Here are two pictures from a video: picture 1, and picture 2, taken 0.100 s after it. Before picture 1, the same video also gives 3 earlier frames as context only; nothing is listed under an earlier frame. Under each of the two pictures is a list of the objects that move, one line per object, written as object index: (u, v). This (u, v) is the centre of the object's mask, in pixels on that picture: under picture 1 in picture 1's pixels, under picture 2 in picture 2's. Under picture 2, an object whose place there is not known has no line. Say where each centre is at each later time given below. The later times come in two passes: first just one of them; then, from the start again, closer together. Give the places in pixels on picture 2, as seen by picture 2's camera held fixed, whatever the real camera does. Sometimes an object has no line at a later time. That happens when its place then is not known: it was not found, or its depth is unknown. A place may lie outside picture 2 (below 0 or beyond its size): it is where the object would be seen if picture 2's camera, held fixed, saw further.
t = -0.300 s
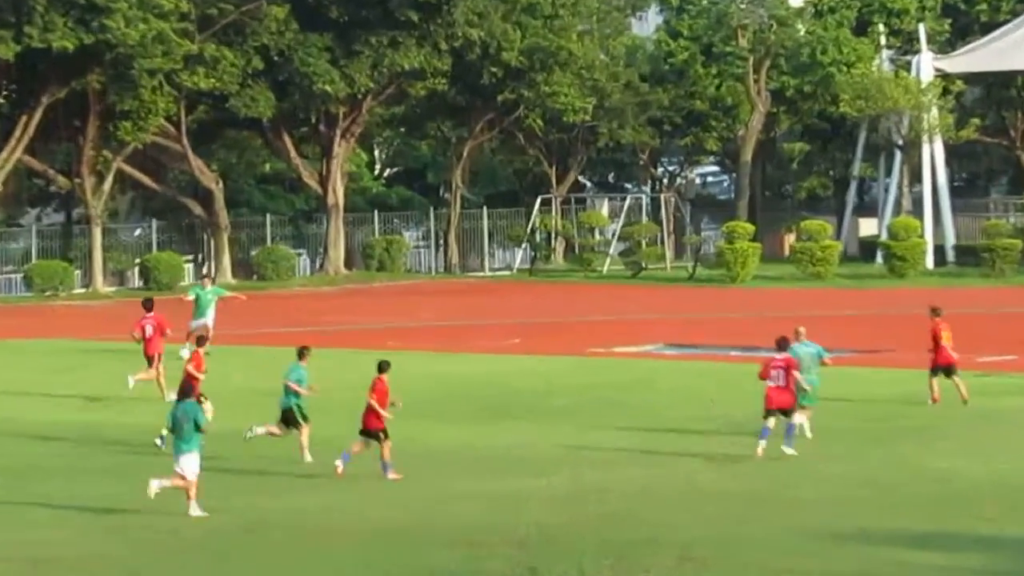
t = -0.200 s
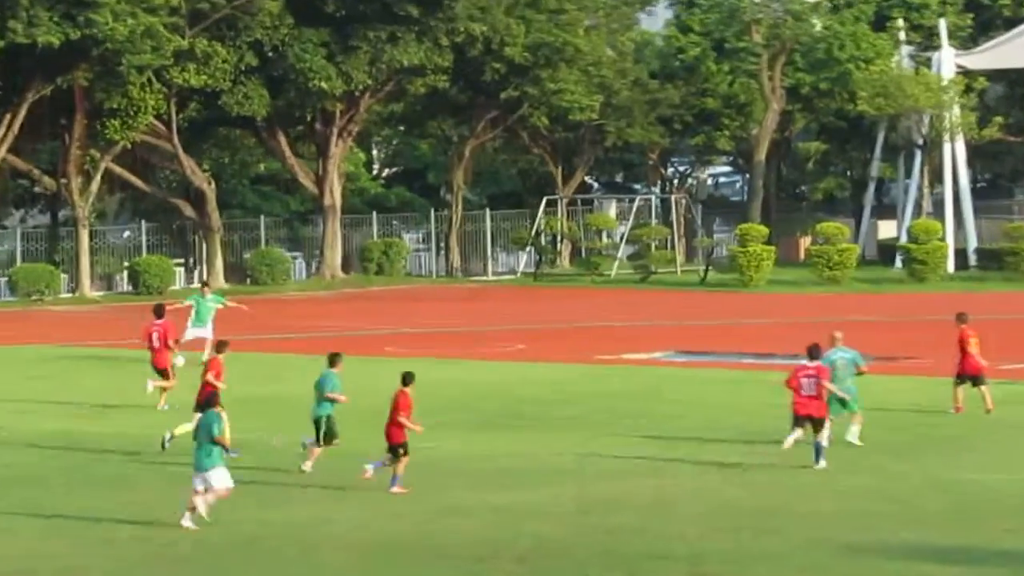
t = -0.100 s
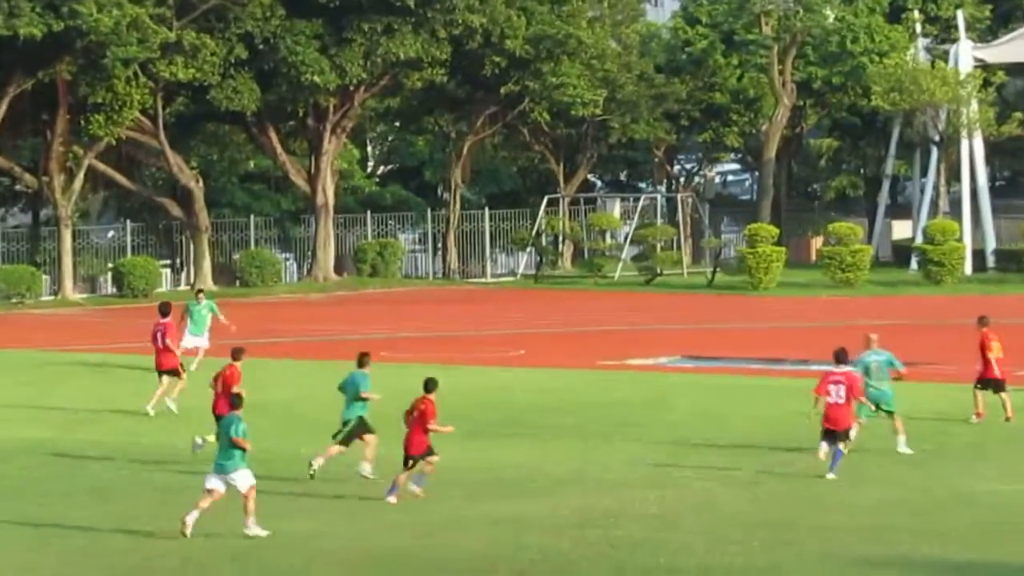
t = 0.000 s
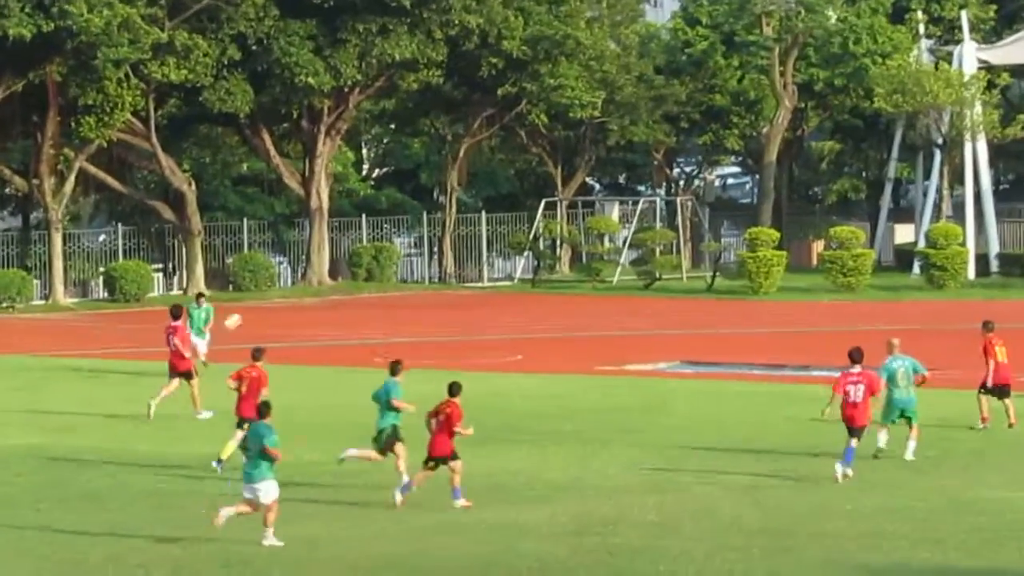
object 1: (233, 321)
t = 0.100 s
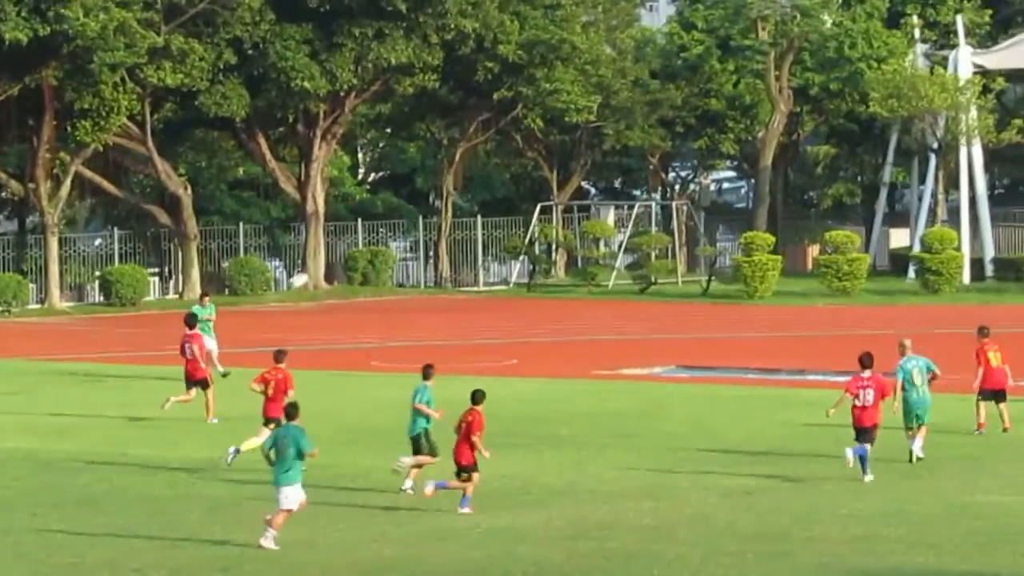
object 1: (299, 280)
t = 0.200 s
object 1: (367, 239)
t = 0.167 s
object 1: (346, 253)
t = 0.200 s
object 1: (367, 239)
